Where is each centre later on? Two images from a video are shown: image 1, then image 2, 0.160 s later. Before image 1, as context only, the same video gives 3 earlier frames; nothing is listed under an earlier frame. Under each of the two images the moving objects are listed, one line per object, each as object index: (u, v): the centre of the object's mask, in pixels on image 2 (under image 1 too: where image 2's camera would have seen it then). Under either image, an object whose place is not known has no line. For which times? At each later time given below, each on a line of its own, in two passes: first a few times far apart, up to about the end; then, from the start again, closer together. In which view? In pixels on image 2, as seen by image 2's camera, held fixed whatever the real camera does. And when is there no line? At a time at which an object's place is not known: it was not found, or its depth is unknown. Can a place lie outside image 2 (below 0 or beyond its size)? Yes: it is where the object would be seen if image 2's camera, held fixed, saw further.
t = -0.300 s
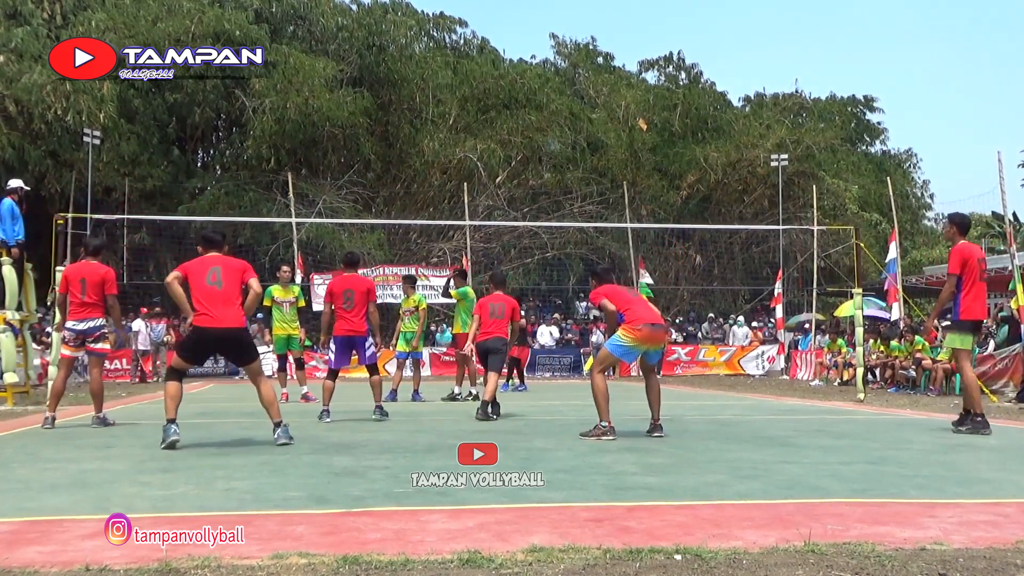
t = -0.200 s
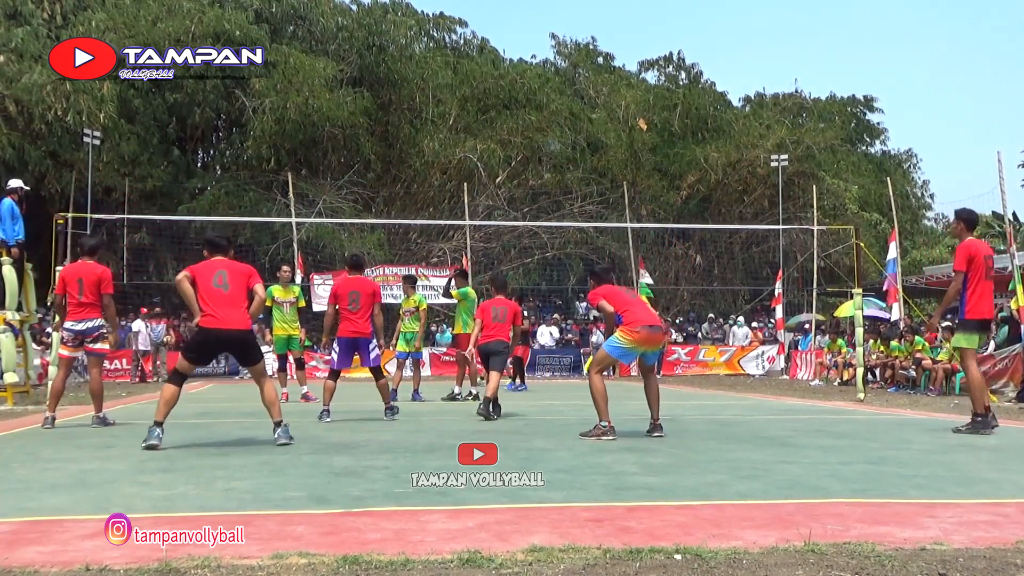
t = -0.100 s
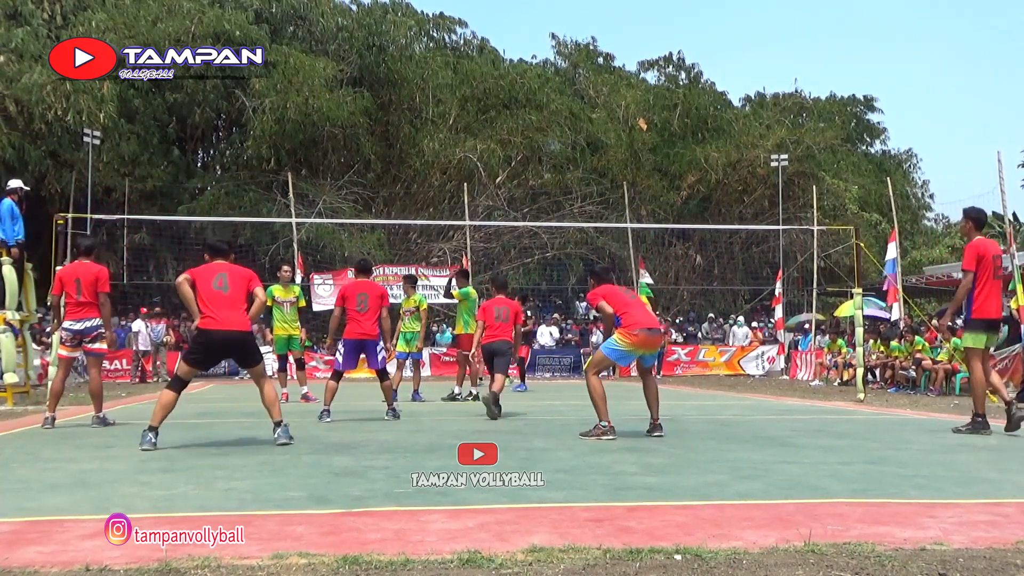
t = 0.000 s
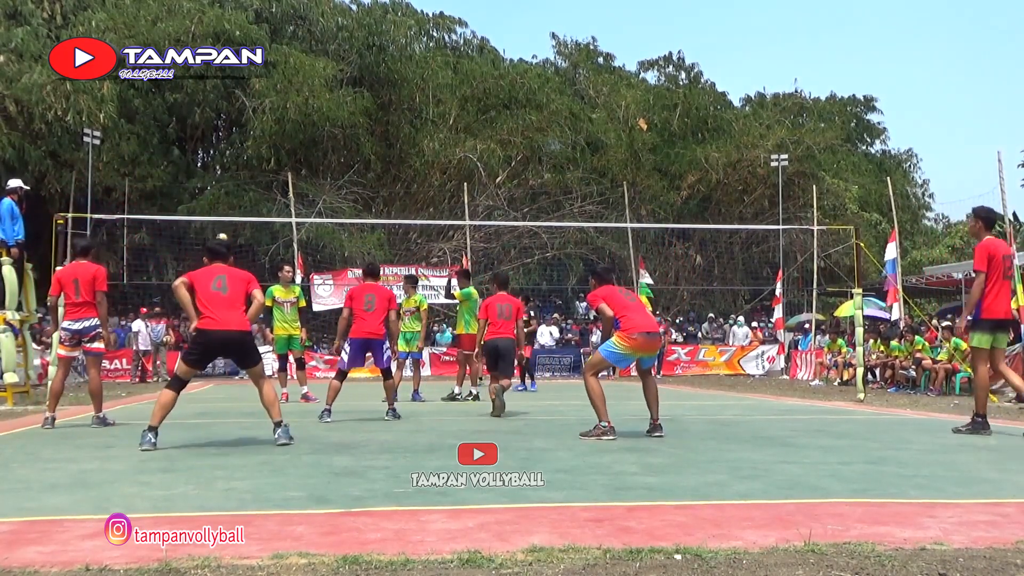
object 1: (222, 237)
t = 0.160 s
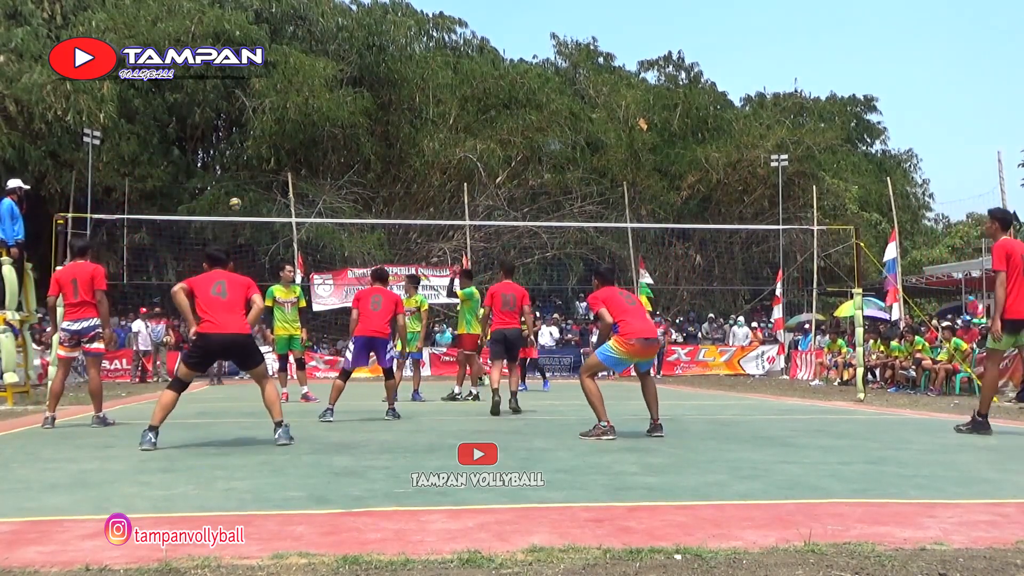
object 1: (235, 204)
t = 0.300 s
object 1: (249, 179)
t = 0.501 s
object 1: (275, 159)
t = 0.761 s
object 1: (328, 169)
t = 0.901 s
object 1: (366, 199)
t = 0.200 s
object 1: (239, 196)
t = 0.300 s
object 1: (249, 179)
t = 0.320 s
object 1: (251, 176)
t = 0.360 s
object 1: (255, 171)
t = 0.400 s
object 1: (260, 166)
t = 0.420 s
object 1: (263, 164)
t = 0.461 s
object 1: (269, 161)
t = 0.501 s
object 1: (275, 159)
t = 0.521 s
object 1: (279, 158)
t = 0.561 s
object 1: (286, 157)
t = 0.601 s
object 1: (293, 157)
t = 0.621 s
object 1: (297, 157)
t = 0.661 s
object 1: (305, 159)
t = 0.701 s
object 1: (314, 162)
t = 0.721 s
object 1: (318, 164)
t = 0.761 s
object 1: (328, 169)
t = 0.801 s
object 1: (337, 174)
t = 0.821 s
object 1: (343, 178)
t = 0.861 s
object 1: (354, 188)
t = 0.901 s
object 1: (366, 199)
